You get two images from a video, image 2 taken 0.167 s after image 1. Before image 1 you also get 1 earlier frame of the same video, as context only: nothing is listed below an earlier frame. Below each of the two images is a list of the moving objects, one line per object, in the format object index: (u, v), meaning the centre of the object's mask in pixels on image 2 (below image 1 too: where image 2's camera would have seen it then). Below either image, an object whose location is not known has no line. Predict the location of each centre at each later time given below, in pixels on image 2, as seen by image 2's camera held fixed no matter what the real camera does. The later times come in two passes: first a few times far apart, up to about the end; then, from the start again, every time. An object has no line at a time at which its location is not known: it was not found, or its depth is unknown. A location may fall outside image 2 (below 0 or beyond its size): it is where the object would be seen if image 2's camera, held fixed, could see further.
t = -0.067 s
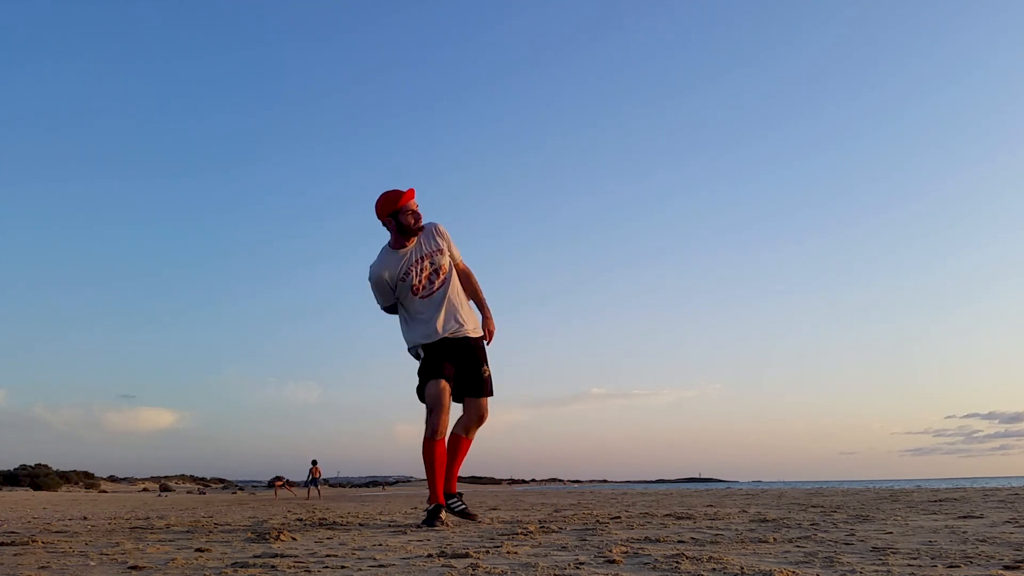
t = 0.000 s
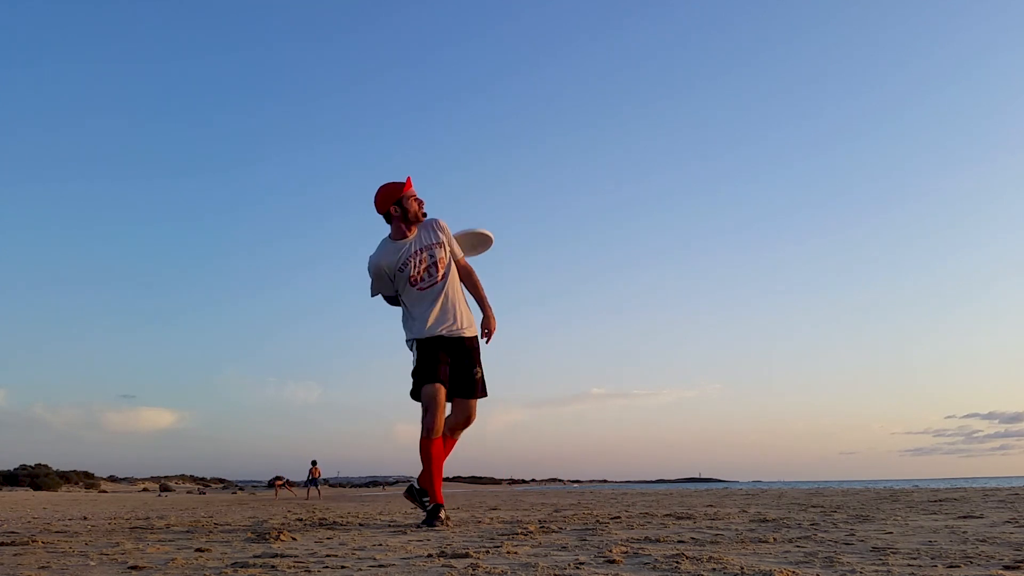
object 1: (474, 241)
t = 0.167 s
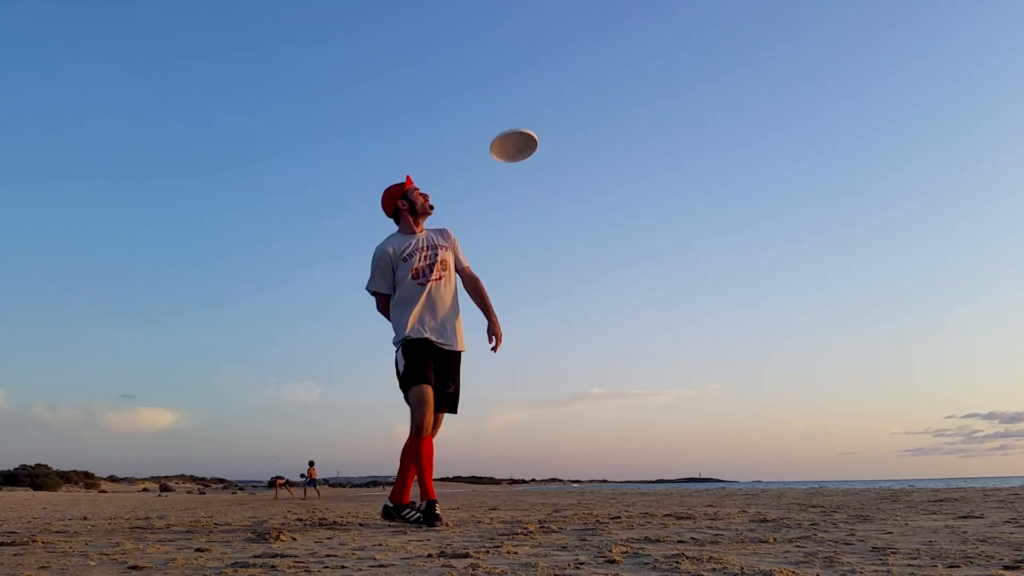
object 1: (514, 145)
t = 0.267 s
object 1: (541, 107)
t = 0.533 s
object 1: (611, 63)
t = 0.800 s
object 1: (665, 79)
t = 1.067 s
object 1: (692, 145)
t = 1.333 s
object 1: (691, 254)
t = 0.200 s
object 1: (523, 132)
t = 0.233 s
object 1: (532, 119)
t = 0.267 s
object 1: (541, 107)
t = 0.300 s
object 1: (550, 98)
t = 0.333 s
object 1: (560, 89)
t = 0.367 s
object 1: (568, 82)
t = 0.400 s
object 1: (577, 76)
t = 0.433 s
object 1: (586, 71)
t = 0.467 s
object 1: (594, 67)
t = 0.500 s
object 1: (603, 65)
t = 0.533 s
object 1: (611, 63)
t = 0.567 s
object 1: (619, 62)
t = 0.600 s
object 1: (627, 61)
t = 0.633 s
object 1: (634, 63)
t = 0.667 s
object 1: (641, 64)
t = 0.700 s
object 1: (647, 67)
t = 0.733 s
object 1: (653, 71)
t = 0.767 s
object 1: (659, 75)
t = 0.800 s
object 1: (665, 79)
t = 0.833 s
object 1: (670, 86)
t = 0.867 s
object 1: (674, 92)
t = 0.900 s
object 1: (678, 99)
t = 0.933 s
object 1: (682, 107)
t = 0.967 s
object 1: (685, 115)
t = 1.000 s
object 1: (688, 124)
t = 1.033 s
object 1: (690, 134)
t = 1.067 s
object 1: (692, 145)
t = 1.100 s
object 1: (693, 155)
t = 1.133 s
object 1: (694, 166)
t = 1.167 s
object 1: (694, 179)
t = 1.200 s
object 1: (694, 193)
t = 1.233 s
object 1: (694, 207)
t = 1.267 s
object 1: (694, 222)
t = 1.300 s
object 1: (693, 238)
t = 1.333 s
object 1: (691, 254)
